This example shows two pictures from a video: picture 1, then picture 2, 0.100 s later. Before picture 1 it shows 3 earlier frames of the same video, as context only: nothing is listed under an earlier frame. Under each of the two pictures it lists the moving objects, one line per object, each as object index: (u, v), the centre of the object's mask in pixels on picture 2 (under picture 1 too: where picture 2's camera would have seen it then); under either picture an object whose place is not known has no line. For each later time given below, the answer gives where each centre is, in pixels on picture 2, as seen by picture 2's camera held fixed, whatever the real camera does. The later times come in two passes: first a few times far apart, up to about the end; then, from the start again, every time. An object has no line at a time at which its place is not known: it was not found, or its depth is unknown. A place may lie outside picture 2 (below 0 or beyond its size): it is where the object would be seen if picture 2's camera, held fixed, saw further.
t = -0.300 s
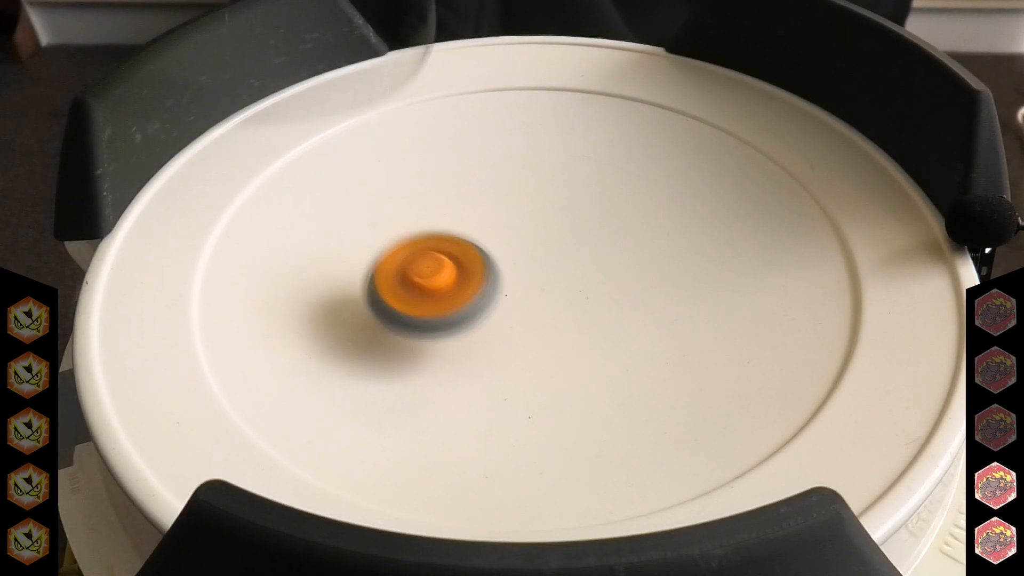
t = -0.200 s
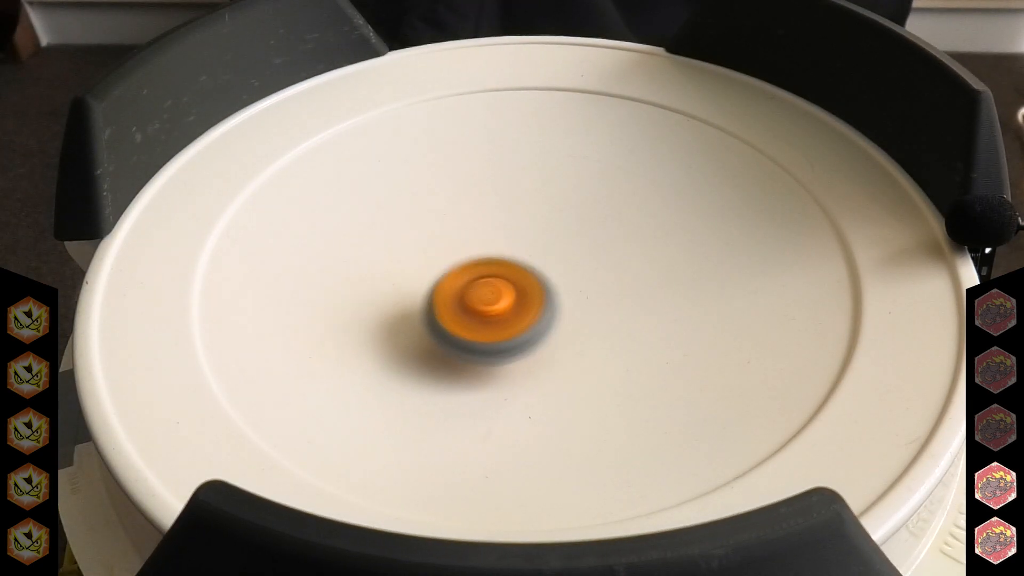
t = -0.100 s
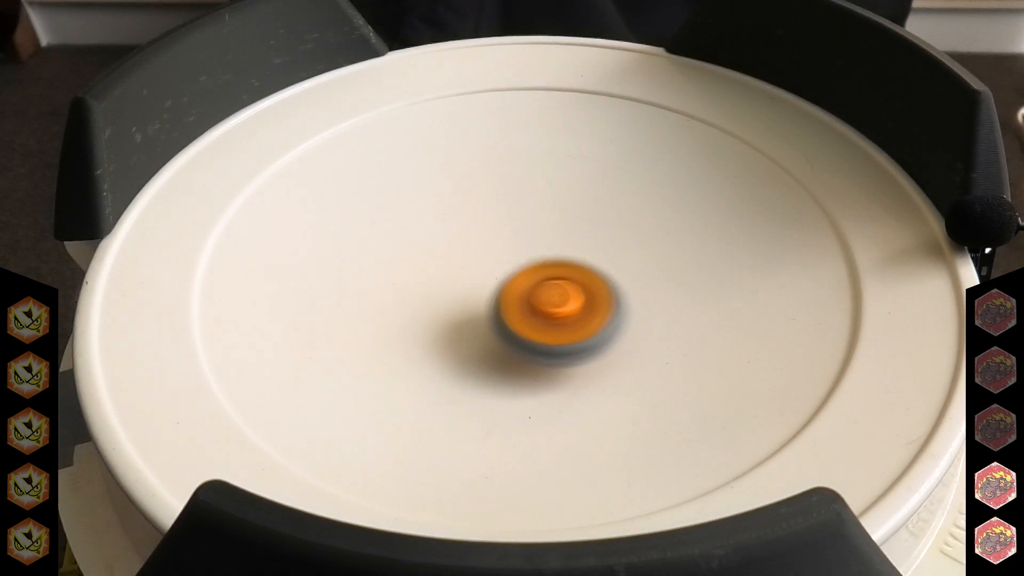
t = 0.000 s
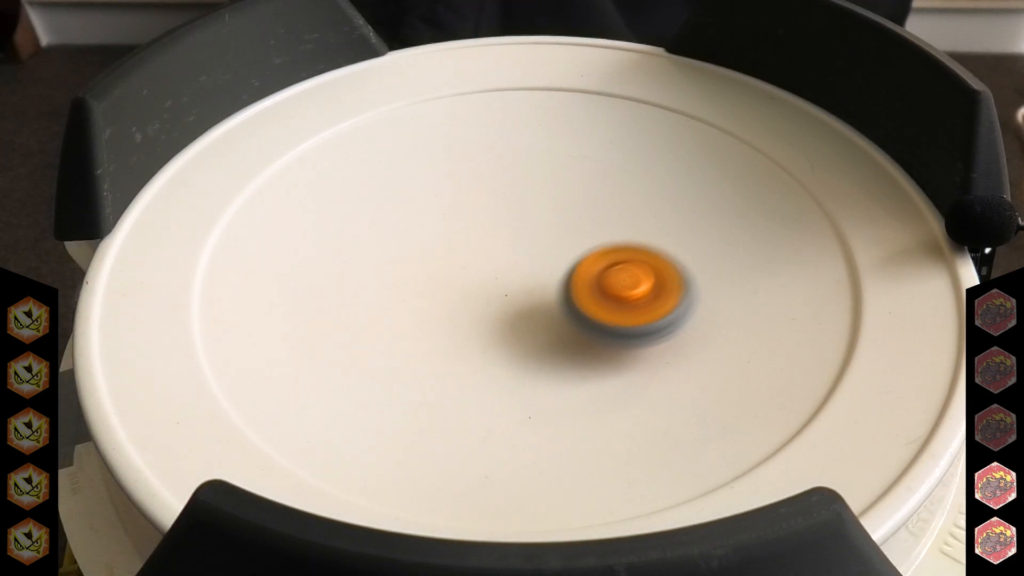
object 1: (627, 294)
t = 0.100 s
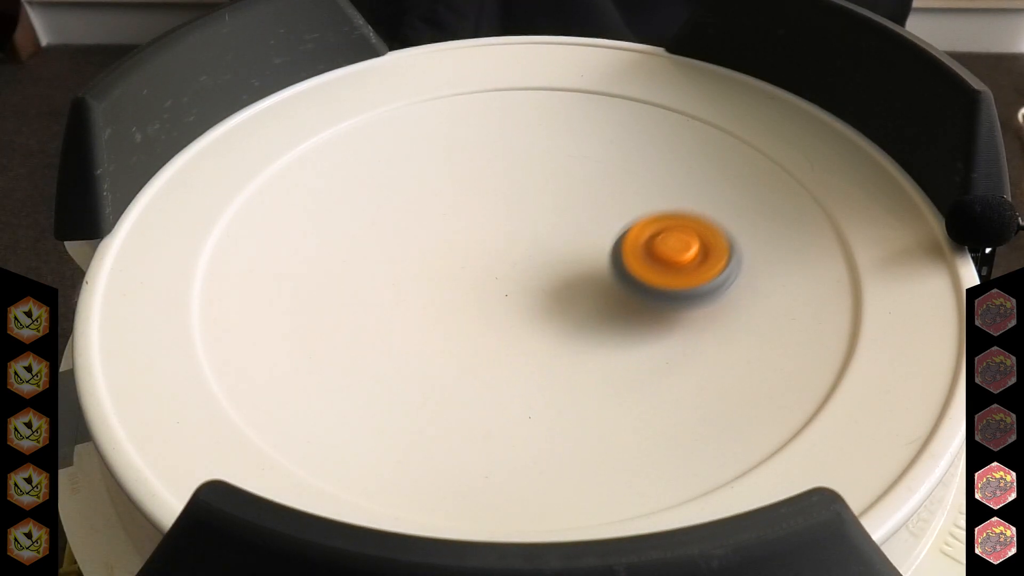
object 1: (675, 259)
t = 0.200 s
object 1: (687, 217)
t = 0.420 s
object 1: (612, 166)
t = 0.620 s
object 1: (512, 206)
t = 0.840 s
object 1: (514, 296)
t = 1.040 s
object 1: (610, 332)
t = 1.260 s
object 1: (661, 266)
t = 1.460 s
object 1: (572, 235)
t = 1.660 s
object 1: (482, 274)
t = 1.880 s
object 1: (472, 346)
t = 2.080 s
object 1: (558, 349)
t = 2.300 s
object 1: (545, 284)
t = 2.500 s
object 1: (467, 268)
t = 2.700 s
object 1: (412, 296)
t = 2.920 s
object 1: (458, 328)
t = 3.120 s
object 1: (500, 279)
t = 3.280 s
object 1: (479, 239)
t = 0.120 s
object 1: (681, 250)
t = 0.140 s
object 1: (685, 241)
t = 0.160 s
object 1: (687, 233)
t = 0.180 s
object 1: (688, 226)
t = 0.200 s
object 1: (687, 217)
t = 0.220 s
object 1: (685, 209)
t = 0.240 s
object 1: (683, 201)
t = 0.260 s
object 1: (678, 194)
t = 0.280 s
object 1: (673, 187)
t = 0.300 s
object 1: (667, 182)
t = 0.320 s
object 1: (659, 176)
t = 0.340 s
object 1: (651, 173)
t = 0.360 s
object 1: (642, 170)
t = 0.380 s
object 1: (632, 167)
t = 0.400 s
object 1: (623, 166)
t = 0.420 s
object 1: (612, 166)
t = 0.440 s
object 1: (601, 166)
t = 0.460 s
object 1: (590, 167)
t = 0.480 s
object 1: (579, 169)
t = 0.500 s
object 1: (568, 172)
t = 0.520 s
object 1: (558, 176)
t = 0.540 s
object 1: (547, 181)
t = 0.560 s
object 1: (537, 186)
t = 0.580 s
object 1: (528, 192)
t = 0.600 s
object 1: (519, 199)
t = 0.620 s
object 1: (512, 206)
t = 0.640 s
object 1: (506, 214)
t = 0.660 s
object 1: (502, 222)
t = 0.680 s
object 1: (498, 230)
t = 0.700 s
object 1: (496, 239)
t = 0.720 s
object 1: (496, 247)
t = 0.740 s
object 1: (496, 256)
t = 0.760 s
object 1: (497, 265)
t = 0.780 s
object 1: (500, 274)
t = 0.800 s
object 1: (503, 282)
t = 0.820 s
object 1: (508, 290)
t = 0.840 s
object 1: (514, 296)
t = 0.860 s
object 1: (521, 304)
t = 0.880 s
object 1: (528, 311)
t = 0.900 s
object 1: (536, 318)
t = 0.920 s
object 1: (546, 322)
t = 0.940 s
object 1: (556, 326)
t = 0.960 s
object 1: (566, 329)
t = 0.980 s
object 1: (577, 331)
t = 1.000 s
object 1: (588, 333)
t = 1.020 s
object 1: (600, 333)
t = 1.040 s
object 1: (610, 332)
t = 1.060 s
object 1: (621, 329)
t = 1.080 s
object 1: (630, 326)
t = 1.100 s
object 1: (640, 320)
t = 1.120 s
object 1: (647, 316)
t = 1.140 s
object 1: (653, 310)
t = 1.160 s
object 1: (658, 303)
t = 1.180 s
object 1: (662, 296)
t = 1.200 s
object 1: (664, 288)
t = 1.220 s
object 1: (665, 281)
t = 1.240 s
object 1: (664, 273)
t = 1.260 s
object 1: (661, 266)
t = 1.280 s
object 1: (657, 260)
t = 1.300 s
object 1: (652, 255)
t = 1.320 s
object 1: (645, 249)
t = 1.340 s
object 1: (637, 245)
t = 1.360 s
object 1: (627, 241)
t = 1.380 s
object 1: (617, 238)
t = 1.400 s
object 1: (606, 236)
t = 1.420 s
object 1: (595, 235)
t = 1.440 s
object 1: (583, 235)
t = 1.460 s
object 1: (572, 235)
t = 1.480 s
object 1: (560, 236)
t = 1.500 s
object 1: (549, 238)
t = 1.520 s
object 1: (538, 241)
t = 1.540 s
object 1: (529, 244)
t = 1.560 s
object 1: (519, 248)
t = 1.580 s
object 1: (510, 252)
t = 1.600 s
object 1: (502, 257)
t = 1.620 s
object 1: (495, 262)
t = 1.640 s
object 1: (488, 268)
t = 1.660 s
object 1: (482, 274)
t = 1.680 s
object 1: (476, 281)
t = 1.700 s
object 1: (471, 287)
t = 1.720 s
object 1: (467, 294)
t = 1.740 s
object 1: (464, 300)
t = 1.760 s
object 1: (462, 308)
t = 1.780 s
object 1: (461, 315)
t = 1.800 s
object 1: (461, 322)
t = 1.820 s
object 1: (462, 328)
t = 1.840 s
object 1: (464, 335)
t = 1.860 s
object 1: (467, 341)
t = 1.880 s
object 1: (472, 346)
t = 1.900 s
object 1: (478, 351)
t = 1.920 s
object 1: (486, 356)
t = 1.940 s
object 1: (494, 359)
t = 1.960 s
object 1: (504, 361)
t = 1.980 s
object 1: (514, 362)
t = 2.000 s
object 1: (524, 362)
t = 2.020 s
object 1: (533, 361)
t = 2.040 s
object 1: (543, 358)
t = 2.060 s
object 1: (551, 354)
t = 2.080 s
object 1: (558, 349)
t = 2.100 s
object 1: (564, 344)
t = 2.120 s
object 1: (569, 336)
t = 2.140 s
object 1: (571, 331)
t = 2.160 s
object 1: (572, 323)
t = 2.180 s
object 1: (572, 316)
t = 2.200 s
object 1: (570, 310)
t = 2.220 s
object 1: (566, 305)
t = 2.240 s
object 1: (562, 298)
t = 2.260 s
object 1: (557, 293)
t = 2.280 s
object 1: (551, 288)
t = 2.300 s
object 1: (545, 284)
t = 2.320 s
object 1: (539, 280)
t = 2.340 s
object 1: (531, 276)
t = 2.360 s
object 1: (524, 274)
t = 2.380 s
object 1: (516, 271)
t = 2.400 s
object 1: (507, 270)
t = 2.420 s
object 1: (499, 269)
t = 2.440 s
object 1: (491, 268)
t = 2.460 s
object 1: (482, 268)
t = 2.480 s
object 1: (474, 268)
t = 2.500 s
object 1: (467, 268)
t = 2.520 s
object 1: (459, 269)
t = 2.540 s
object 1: (452, 270)
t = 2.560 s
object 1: (445, 273)
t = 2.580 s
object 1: (438, 275)
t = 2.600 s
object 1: (432, 278)
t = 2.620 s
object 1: (427, 281)
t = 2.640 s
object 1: (422, 284)
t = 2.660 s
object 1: (418, 288)
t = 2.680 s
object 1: (415, 292)
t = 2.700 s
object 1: (412, 296)
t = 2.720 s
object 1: (411, 301)
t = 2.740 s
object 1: (410, 305)
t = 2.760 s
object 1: (411, 310)
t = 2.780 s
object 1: (413, 314)
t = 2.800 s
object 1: (416, 319)
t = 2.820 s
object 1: (420, 323)
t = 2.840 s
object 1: (425, 326)
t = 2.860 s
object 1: (432, 328)
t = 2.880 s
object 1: (441, 329)
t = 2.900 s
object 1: (449, 329)
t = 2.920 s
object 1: (458, 328)
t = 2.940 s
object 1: (467, 326)
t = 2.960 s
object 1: (474, 323)
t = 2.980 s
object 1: (480, 318)
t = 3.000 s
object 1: (485, 314)
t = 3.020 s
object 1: (490, 308)
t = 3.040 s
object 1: (493, 302)
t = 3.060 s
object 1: (496, 296)
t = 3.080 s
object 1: (498, 291)
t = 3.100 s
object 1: (499, 285)
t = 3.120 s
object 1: (500, 279)
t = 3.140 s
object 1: (499, 273)
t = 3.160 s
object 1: (498, 268)
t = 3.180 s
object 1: (496, 262)
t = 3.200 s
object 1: (494, 257)
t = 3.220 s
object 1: (491, 252)
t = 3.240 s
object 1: (488, 247)
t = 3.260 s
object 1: (483, 243)
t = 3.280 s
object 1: (479, 239)
